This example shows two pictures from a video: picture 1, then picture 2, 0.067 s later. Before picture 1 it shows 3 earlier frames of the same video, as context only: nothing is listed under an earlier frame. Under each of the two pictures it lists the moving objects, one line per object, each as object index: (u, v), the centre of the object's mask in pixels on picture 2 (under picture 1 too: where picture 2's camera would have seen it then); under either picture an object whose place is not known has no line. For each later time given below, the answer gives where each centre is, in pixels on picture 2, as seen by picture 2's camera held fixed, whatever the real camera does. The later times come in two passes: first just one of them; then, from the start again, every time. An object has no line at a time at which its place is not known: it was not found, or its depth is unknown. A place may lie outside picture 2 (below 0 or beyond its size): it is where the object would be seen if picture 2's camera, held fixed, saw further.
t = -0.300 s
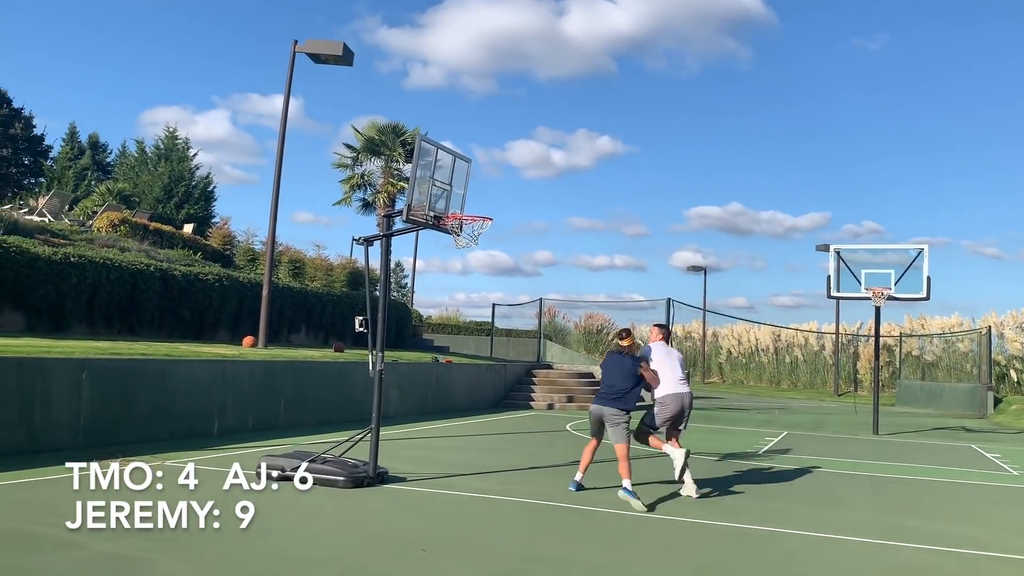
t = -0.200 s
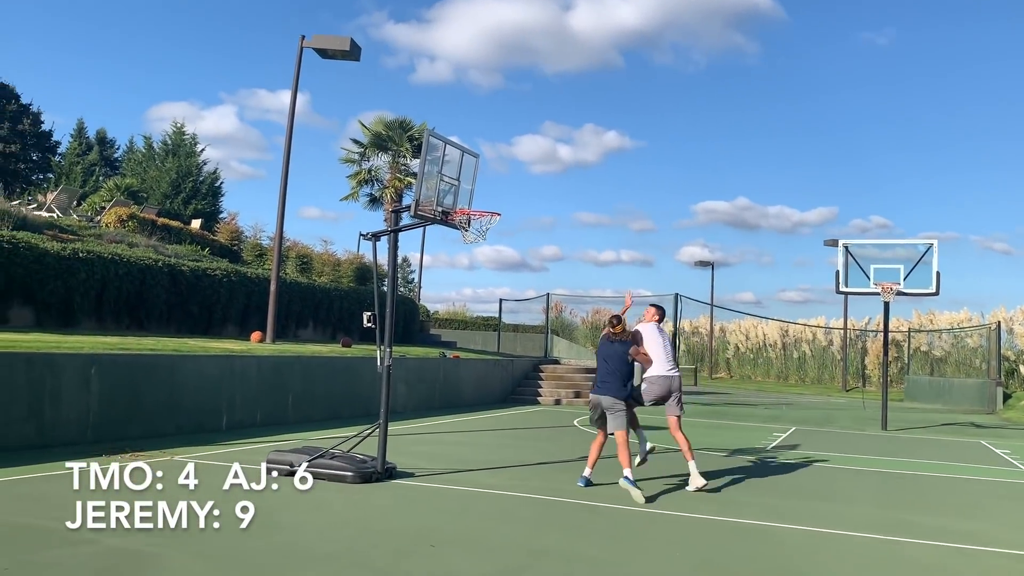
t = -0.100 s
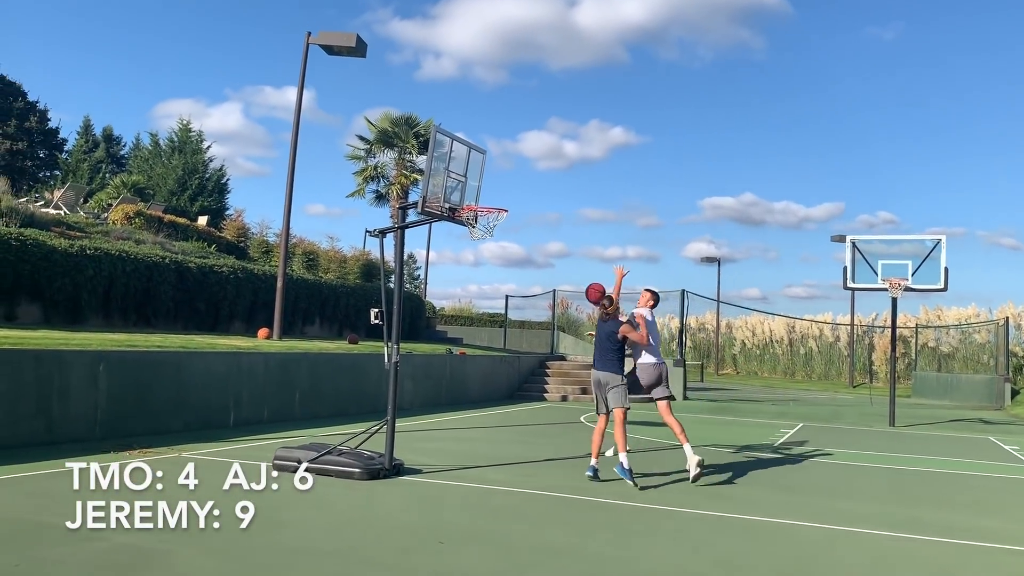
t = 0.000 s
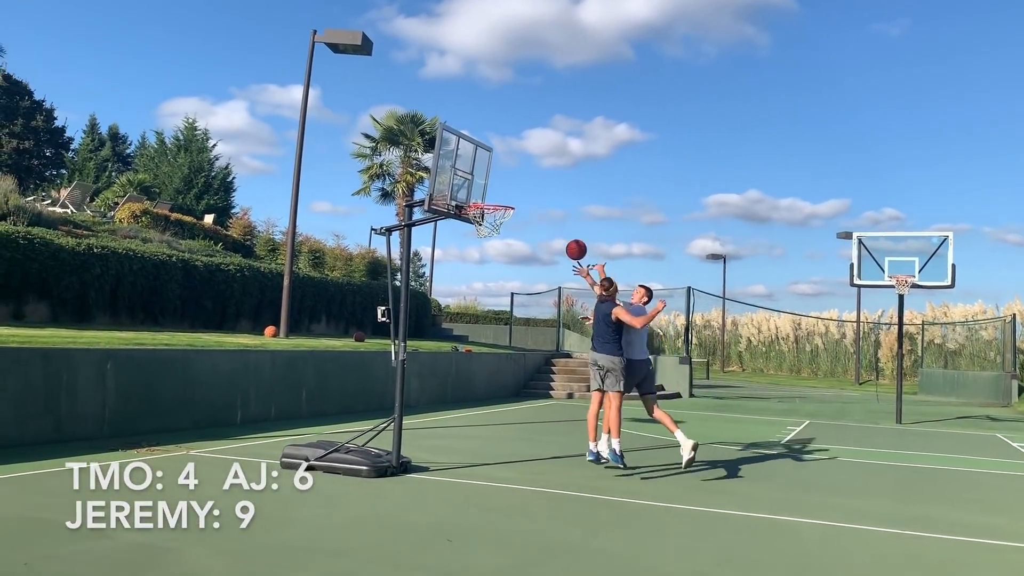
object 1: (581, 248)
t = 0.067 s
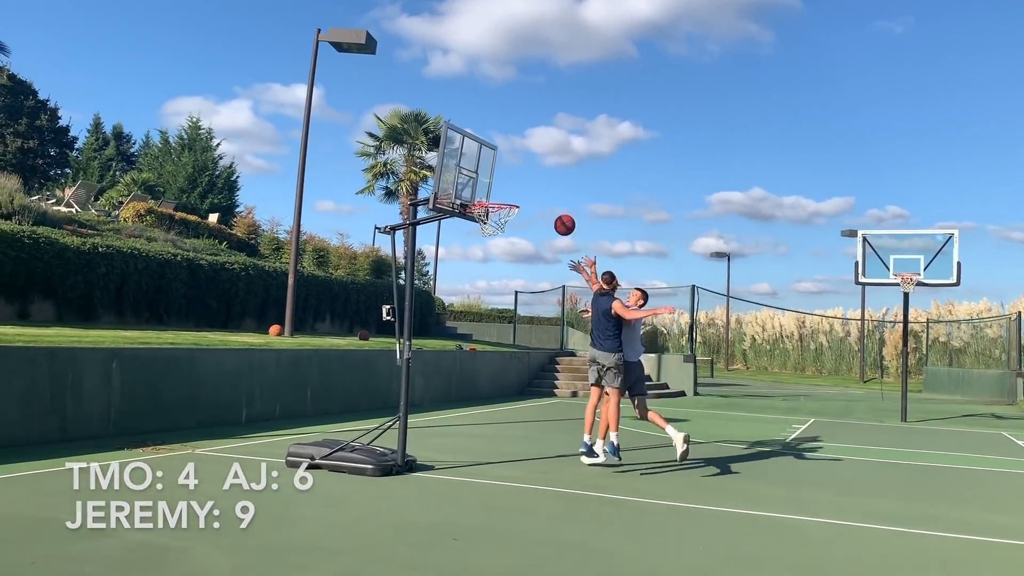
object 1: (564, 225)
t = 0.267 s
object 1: (510, 175)
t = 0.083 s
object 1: (560, 219)
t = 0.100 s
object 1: (556, 214)
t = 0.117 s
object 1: (551, 209)
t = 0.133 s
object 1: (547, 205)
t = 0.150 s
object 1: (542, 200)
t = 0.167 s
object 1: (538, 196)
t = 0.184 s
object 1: (534, 192)
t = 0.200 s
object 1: (529, 188)
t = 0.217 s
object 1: (524, 184)
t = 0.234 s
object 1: (520, 181)
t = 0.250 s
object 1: (515, 178)
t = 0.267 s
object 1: (510, 175)
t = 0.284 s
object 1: (506, 172)
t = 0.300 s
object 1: (501, 170)
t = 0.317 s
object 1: (496, 167)
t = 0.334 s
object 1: (491, 165)
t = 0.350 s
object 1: (487, 163)
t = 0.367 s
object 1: (487, 162)
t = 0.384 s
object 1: (488, 161)
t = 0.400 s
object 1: (487, 161)
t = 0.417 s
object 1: (487, 160)
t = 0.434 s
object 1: (488, 160)
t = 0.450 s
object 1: (488, 160)
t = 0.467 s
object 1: (488, 160)
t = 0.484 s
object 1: (488, 161)
